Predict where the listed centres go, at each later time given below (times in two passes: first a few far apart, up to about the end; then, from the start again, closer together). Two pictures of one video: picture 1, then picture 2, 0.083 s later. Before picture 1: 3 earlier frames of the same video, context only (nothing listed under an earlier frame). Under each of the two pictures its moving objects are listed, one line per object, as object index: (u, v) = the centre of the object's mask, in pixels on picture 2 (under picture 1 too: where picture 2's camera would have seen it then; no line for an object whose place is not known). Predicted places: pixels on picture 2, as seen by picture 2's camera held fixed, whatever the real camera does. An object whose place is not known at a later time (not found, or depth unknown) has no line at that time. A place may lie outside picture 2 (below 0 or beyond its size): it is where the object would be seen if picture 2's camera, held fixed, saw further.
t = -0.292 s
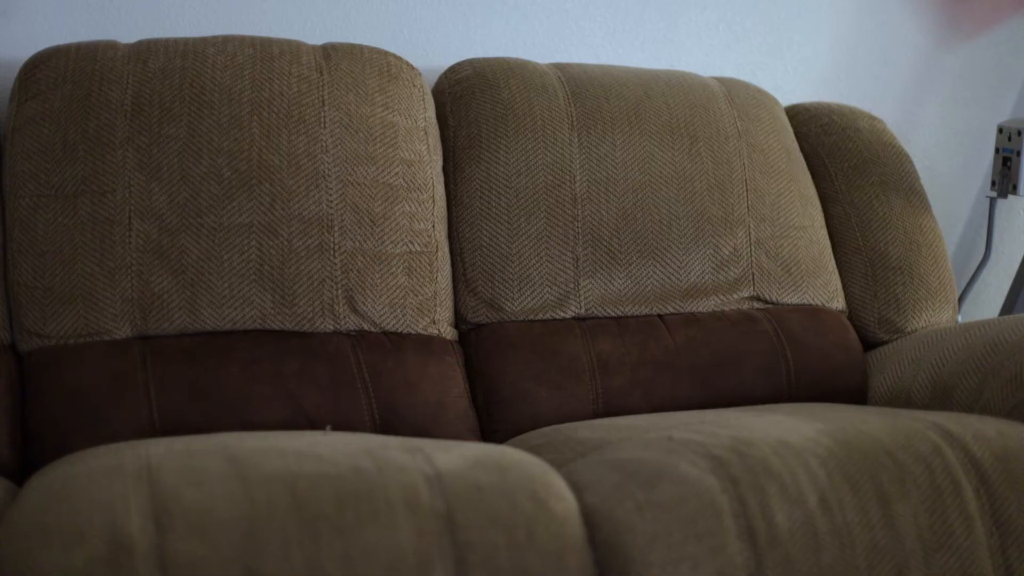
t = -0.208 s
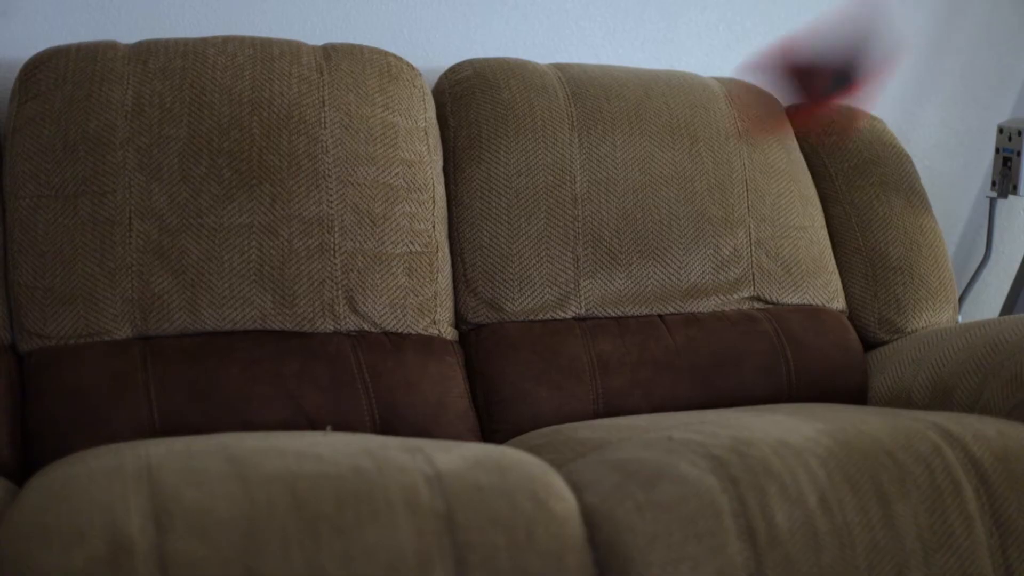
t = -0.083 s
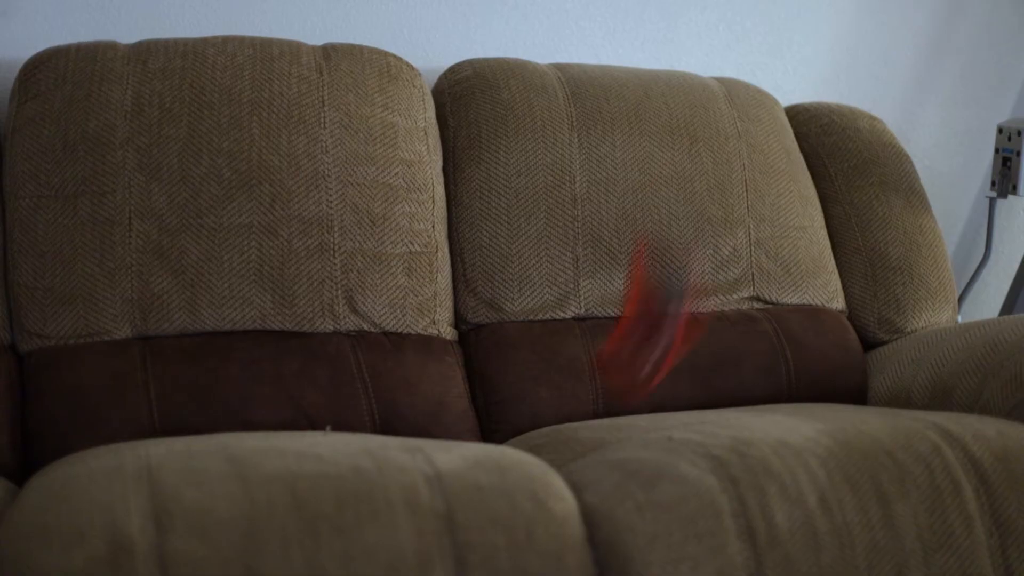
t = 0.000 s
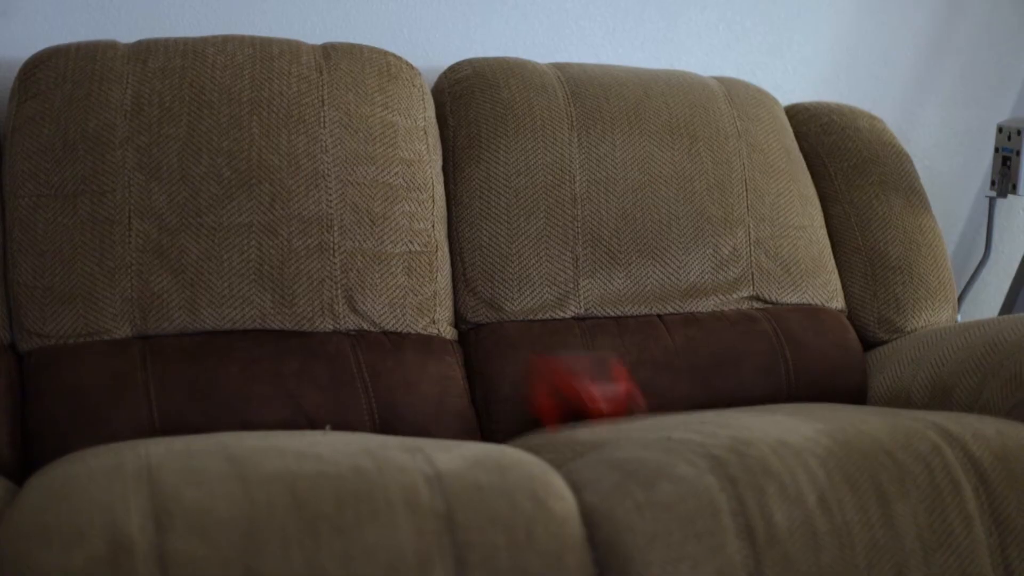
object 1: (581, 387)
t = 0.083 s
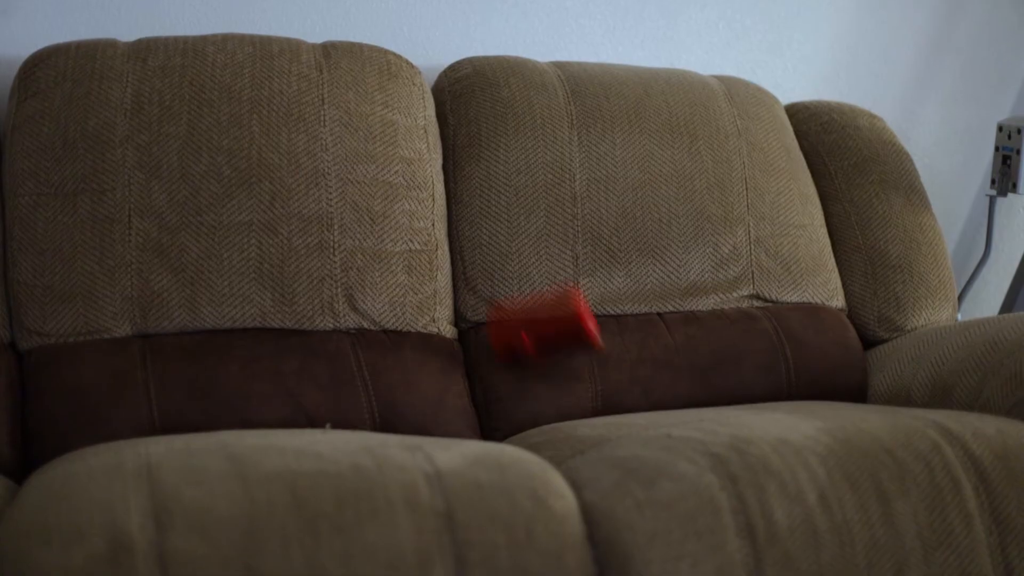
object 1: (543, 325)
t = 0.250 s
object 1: (507, 305)
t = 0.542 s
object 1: (500, 410)
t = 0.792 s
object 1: (498, 410)
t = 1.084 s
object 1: (498, 410)
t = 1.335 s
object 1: (498, 410)
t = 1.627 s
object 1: (498, 410)
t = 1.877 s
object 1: (498, 410)
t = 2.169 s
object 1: (498, 410)
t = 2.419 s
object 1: (498, 410)
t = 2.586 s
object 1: (498, 410)
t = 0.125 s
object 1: (536, 302)
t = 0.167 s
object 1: (527, 291)
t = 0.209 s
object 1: (517, 291)
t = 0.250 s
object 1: (507, 305)
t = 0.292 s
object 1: (498, 327)
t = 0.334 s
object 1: (487, 361)
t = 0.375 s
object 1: (485, 391)
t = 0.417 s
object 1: (500, 406)
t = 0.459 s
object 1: (504, 406)
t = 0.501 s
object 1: (502, 405)
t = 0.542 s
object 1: (500, 410)
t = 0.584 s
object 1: (498, 409)
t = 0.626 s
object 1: (498, 410)
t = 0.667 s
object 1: (498, 410)
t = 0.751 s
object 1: (498, 410)
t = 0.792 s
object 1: (498, 410)
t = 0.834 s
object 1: (498, 410)
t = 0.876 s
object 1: (498, 410)
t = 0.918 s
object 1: (498, 410)
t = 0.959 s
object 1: (498, 410)
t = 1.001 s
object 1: (498, 410)
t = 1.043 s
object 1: (498, 410)
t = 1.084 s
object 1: (498, 410)
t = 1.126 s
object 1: (498, 410)
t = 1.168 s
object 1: (498, 410)
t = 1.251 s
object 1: (498, 410)
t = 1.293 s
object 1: (498, 410)
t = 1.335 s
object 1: (498, 410)
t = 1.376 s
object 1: (498, 410)
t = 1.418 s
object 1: (498, 410)
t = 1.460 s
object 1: (498, 410)
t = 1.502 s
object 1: (498, 410)
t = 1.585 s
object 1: (498, 410)
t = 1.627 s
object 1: (498, 410)
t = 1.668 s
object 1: (498, 410)
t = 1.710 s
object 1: (498, 410)
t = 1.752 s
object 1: (498, 410)
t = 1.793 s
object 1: (498, 410)
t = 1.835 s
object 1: (498, 410)
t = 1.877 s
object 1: (498, 410)
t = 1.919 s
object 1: (498, 410)
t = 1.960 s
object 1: (498, 410)
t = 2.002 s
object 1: (498, 410)
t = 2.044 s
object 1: (498, 410)
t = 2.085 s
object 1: (498, 410)
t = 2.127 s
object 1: (498, 410)
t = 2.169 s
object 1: (498, 410)
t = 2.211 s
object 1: (498, 410)
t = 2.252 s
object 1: (498, 410)
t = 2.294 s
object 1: (498, 410)
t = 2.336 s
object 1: (498, 410)
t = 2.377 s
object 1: (498, 410)
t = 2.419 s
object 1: (498, 410)
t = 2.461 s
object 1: (498, 410)
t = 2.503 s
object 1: (498, 410)
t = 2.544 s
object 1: (498, 410)
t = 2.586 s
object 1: (498, 410)
